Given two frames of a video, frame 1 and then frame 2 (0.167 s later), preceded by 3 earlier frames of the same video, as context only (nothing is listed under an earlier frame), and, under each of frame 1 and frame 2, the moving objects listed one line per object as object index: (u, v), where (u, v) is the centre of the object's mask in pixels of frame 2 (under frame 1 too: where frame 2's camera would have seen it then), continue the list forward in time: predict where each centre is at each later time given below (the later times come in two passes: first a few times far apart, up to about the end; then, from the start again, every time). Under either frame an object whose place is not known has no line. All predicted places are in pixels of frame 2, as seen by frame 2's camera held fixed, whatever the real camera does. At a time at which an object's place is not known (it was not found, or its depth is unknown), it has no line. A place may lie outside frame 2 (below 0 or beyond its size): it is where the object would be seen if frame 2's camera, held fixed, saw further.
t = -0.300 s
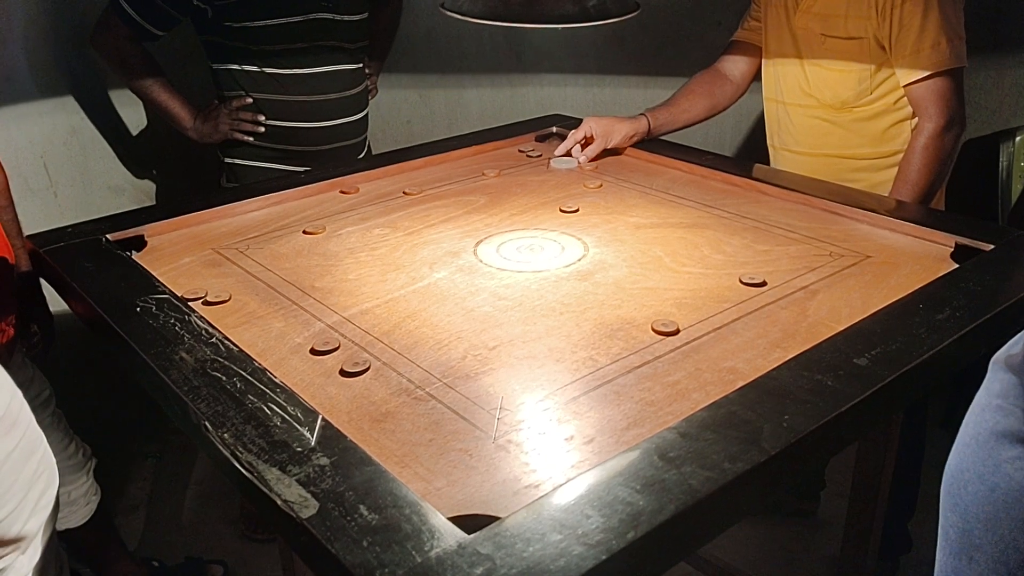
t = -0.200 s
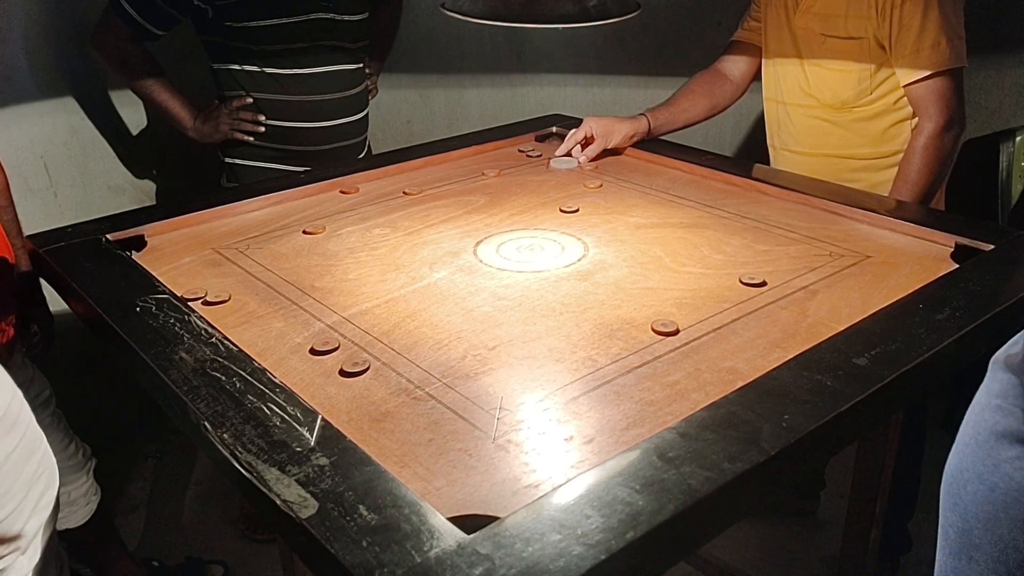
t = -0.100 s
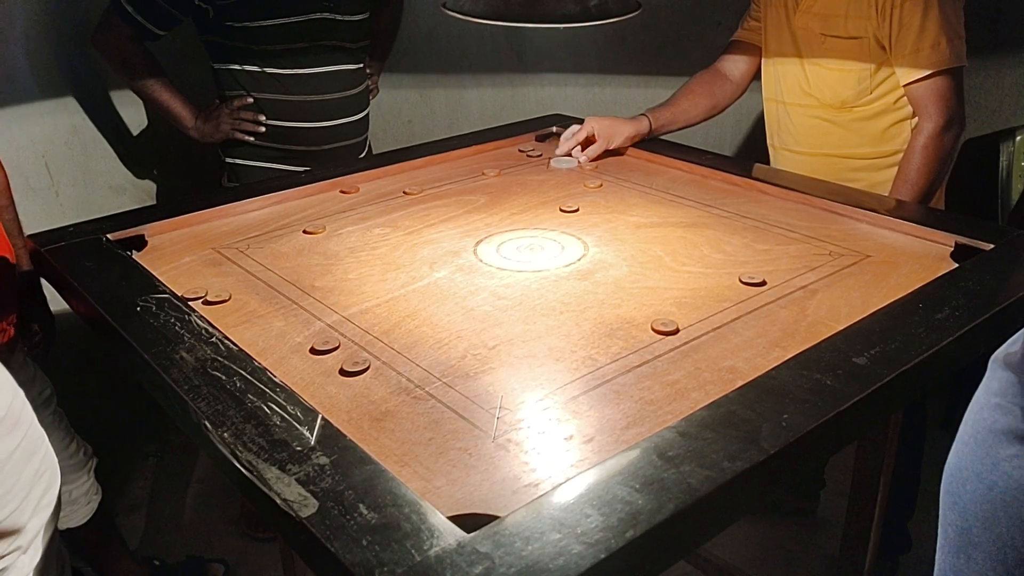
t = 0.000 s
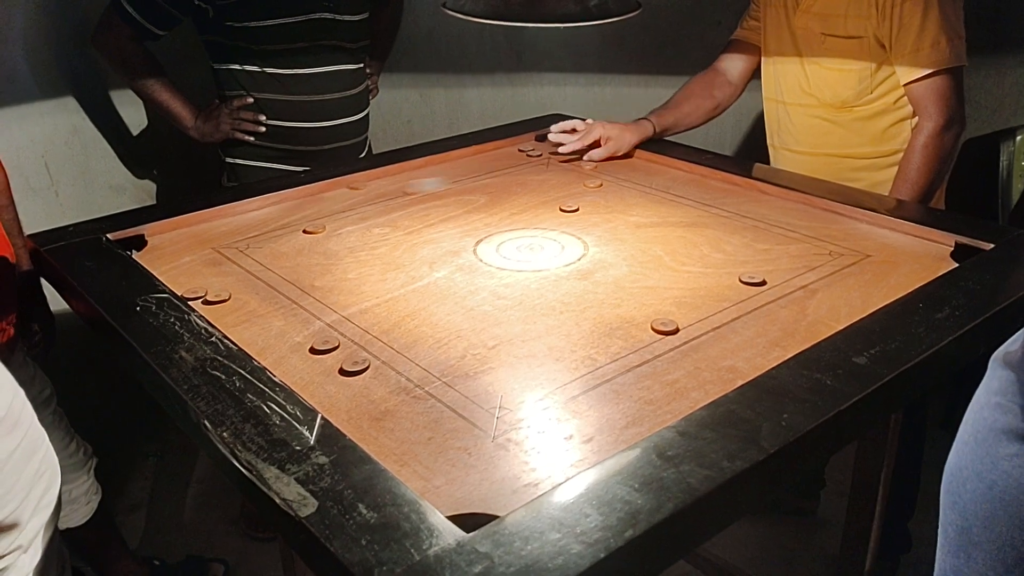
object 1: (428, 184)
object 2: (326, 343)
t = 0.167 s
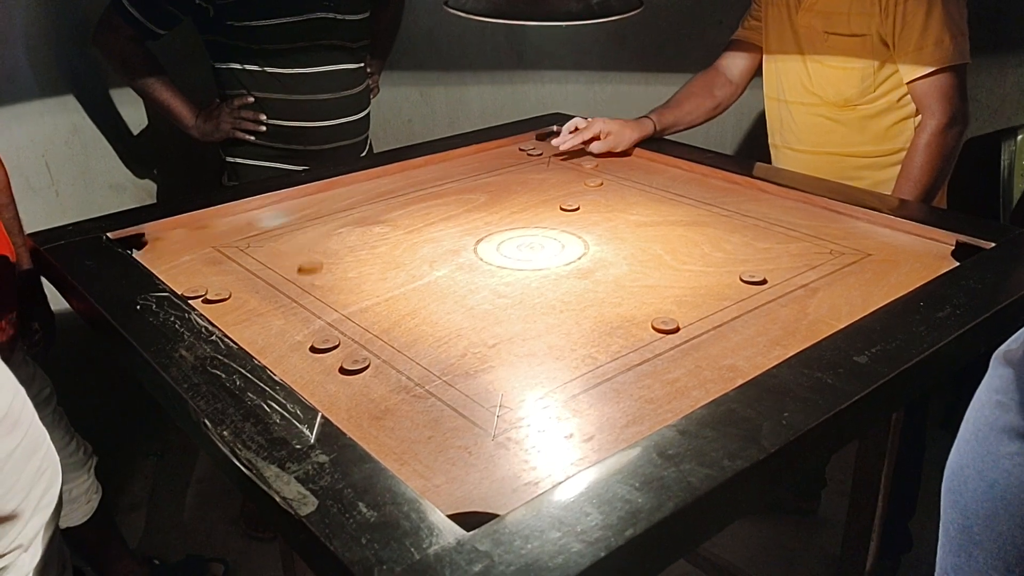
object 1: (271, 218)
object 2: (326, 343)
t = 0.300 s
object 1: (151, 254)
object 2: (326, 343)
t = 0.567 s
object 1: (326, 202)
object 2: (374, 340)
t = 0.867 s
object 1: (463, 162)
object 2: (383, 338)
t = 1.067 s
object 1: (525, 148)
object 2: (383, 338)
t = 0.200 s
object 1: (243, 227)
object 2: (326, 343)
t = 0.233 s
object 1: (215, 236)
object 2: (326, 343)
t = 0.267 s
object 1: (181, 245)
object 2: (326, 343)
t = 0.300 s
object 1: (151, 254)
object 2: (326, 343)
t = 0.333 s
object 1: (165, 250)
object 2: (326, 343)
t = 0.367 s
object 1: (193, 240)
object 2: (332, 345)
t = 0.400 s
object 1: (218, 233)
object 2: (339, 347)
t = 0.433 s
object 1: (241, 226)
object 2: (343, 347)
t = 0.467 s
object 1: (265, 219)
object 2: (346, 347)
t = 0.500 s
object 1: (287, 213)
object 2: (354, 346)
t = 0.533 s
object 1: (305, 207)
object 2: (365, 343)
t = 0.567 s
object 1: (326, 202)
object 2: (374, 340)
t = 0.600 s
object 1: (341, 196)
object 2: (380, 338)
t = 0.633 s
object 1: (360, 191)
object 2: (383, 338)
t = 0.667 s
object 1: (375, 185)
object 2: (383, 338)
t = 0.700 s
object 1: (392, 181)
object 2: (383, 338)
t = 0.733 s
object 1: (406, 176)
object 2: (383, 338)
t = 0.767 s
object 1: (420, 171)
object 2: (383, 338)
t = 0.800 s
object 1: (434, 167)
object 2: (383, 338)
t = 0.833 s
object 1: (449, 164)
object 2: (383, 338)
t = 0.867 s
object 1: (463, 162)
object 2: (383, 338)
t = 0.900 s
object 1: (475, 159)
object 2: (383, 338)
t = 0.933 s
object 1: (488, 156)
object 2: (383, 337)
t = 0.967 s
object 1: (500, 154)
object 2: (383, 338)
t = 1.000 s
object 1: (511, 151)
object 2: (383, 337)
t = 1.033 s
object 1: (518, 149)
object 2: (383, 338)
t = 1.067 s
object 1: (525, 148)
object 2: (383, 338)
